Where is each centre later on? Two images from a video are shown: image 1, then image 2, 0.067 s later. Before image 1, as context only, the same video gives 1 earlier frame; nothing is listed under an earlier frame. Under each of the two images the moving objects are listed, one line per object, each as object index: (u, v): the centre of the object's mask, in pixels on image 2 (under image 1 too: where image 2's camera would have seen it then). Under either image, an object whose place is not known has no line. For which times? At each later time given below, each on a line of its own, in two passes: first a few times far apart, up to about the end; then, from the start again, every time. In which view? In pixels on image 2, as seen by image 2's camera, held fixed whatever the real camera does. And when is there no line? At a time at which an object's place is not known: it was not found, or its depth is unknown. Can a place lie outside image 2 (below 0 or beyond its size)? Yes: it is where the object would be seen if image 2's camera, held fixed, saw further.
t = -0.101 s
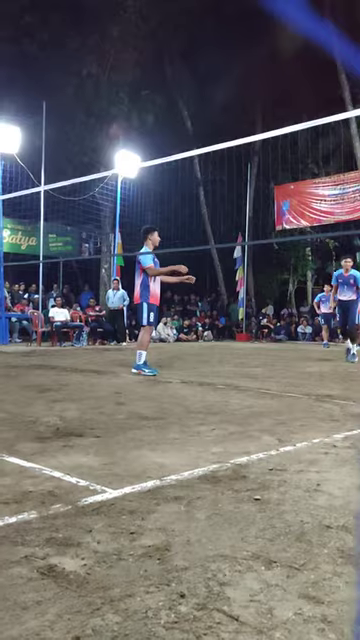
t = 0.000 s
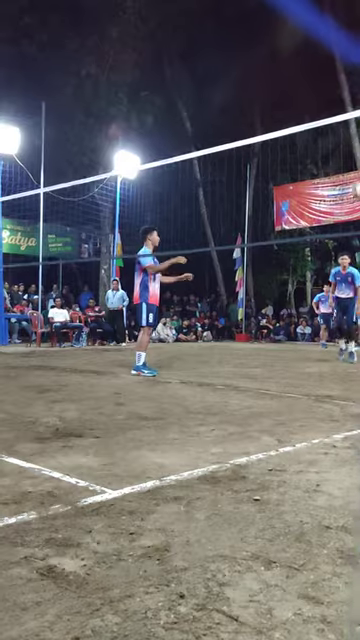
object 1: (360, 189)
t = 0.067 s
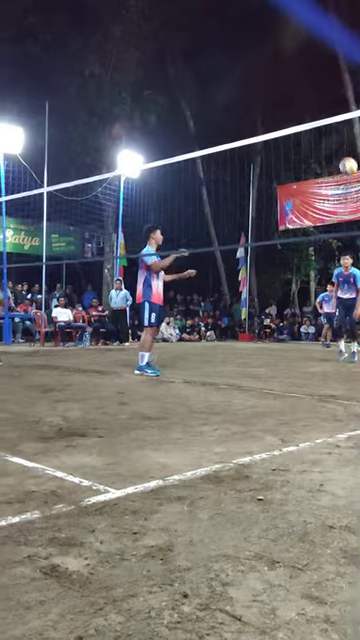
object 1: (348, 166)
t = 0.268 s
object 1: (304, 117)
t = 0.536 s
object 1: (245, 102)
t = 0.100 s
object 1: (341, 156)
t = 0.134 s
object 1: (333, 146)
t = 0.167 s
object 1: (326, 138)
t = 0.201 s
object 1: (319, 131)
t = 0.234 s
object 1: (313, 123)
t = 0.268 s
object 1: (304, 117)
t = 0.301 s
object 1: (296, 113)
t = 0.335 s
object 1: (289, 109)
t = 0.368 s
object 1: (282, 105)
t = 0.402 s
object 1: (275, 103)
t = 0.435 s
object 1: (267, 102)
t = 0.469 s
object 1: (260, 101)
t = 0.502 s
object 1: (252, 101)
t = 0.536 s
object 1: (245, 102)
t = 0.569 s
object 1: (237, 105)
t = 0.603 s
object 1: (230, 107)
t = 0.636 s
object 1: (223, 111)
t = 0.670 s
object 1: (215, 116)
